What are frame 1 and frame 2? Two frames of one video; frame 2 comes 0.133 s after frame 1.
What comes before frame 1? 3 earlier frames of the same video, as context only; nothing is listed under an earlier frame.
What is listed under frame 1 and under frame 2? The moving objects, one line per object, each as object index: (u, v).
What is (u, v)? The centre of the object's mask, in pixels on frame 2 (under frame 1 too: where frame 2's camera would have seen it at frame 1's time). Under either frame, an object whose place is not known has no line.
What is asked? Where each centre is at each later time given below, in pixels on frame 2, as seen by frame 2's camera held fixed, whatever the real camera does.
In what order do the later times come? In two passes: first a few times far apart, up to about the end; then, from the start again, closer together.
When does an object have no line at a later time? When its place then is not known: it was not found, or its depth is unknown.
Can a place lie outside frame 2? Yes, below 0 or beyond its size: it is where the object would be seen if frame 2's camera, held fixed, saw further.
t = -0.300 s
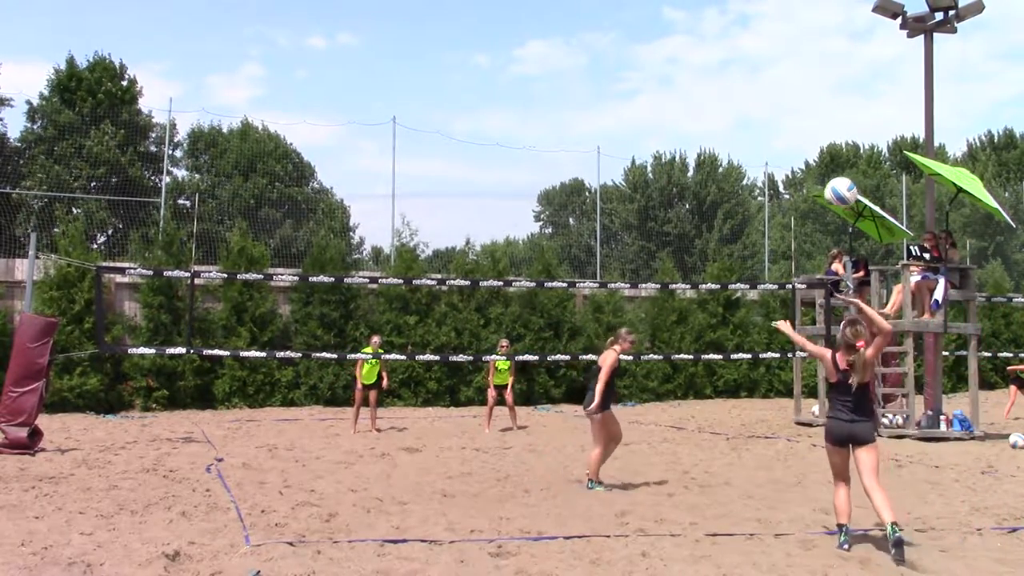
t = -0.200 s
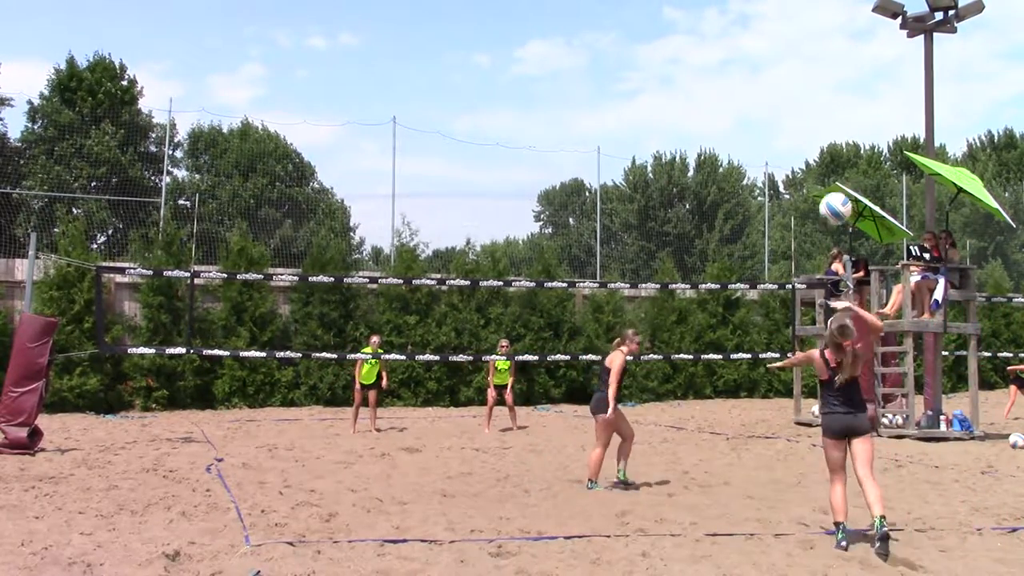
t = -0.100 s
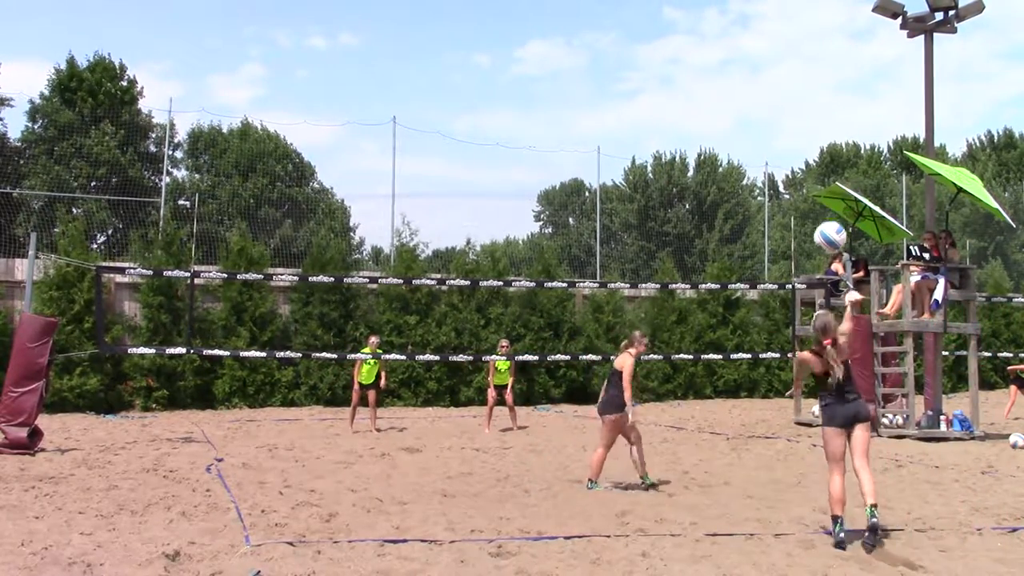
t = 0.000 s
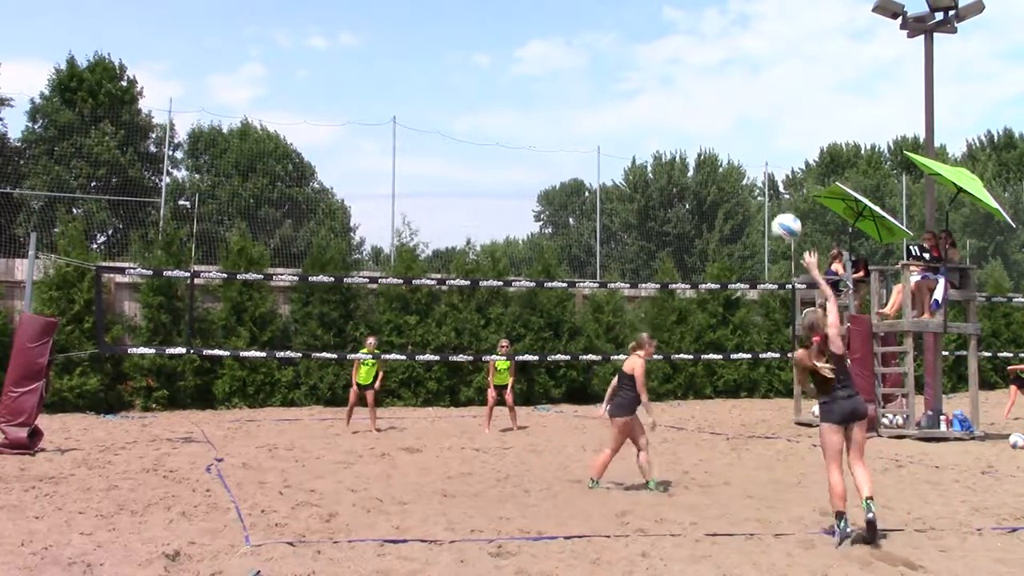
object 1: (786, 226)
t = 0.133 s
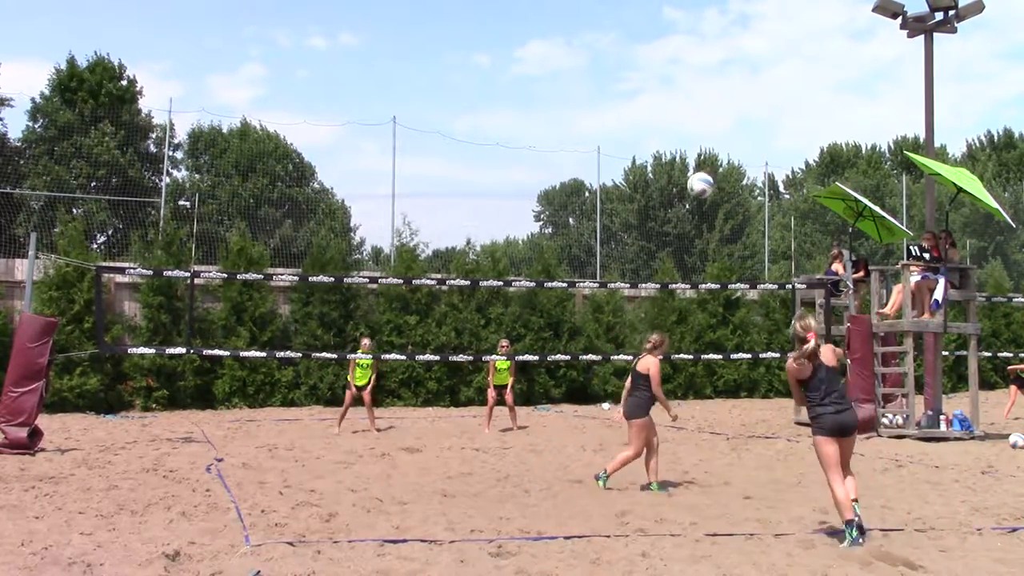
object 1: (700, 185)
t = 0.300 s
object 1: (619, 173)
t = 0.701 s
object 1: (492, 249)
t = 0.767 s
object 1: (476, 271)
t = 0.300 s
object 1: (619, 173)
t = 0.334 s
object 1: (605, 175)
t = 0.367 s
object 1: (596, 179)
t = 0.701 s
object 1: (492, 249)
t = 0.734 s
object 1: (485, 261)
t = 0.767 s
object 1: (476, 271)
